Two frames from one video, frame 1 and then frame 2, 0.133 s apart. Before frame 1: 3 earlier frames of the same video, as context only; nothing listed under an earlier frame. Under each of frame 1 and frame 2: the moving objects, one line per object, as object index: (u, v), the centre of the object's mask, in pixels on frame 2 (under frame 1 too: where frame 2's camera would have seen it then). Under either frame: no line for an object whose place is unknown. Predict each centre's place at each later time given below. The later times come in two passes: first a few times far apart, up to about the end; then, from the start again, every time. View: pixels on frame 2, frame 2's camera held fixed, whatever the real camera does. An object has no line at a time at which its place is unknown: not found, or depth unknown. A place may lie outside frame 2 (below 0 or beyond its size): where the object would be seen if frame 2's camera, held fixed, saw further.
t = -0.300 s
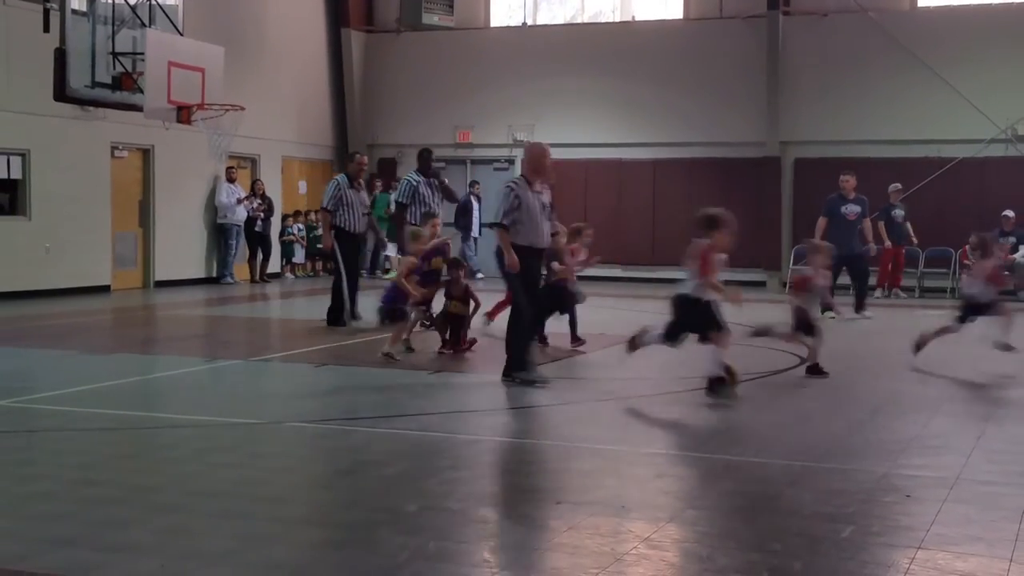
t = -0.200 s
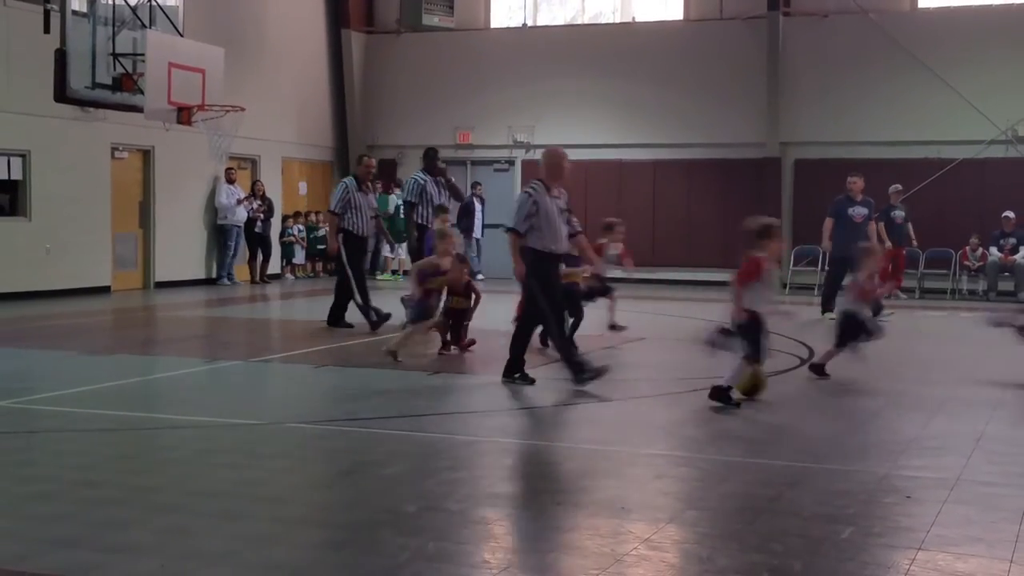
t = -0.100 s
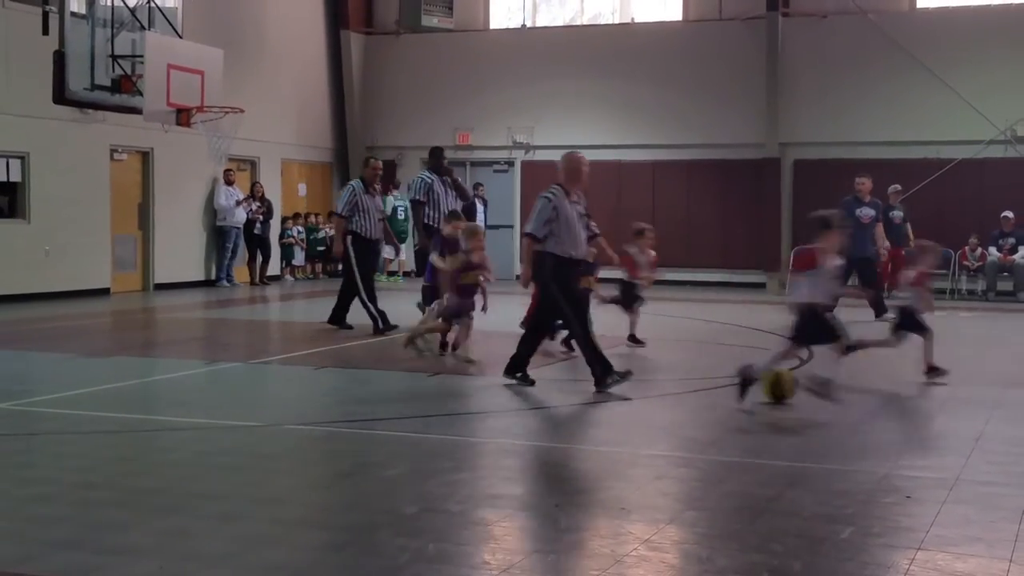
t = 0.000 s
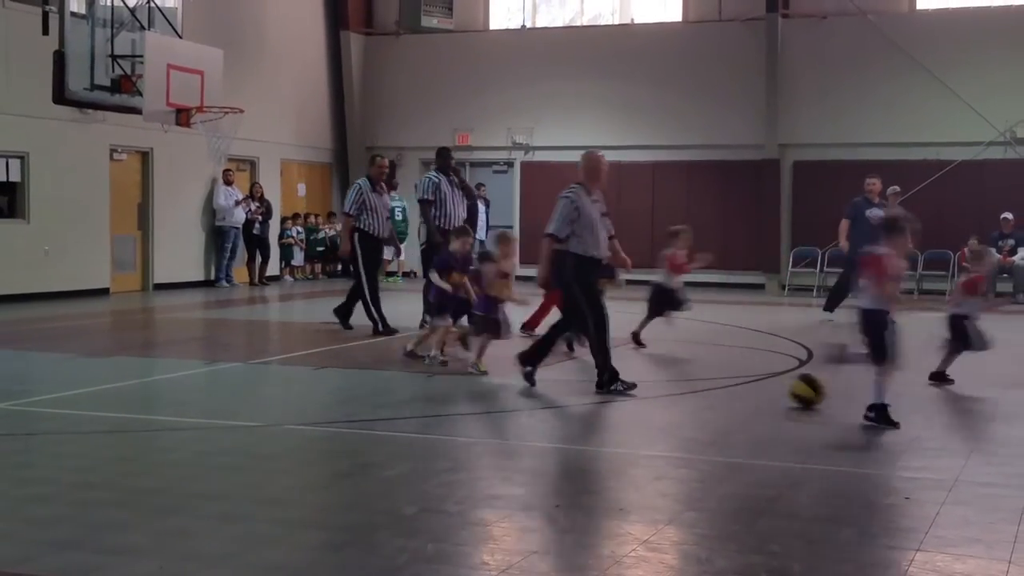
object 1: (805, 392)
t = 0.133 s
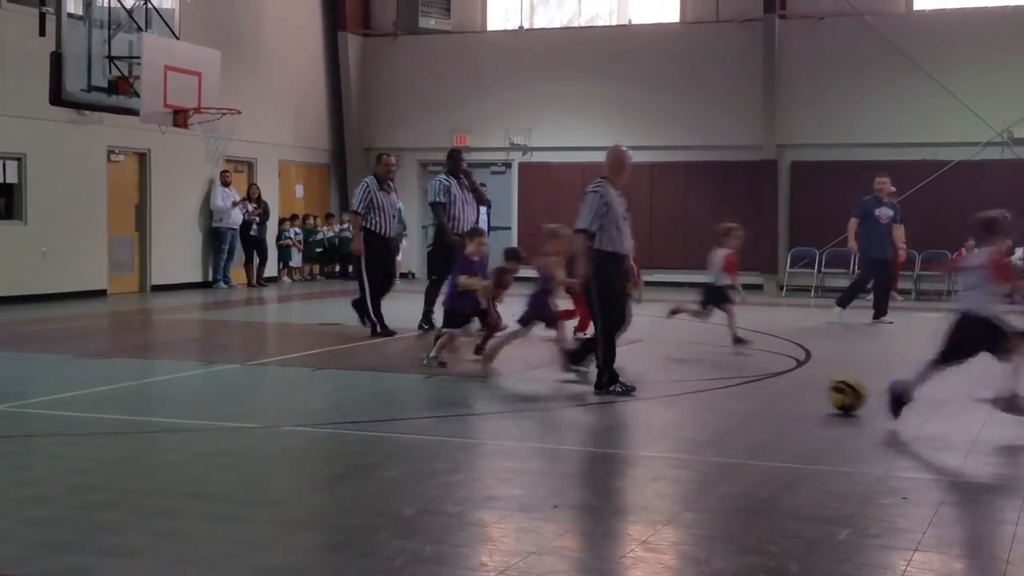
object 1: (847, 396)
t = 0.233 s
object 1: (880, 400)
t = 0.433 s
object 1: (949, 408)
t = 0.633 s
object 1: (1019, 416)
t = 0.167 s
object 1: (858, 397)
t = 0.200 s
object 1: (870, 398)
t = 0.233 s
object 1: (880, 400)
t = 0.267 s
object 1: (891, 401)
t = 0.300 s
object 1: (903, 403)
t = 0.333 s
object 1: (913, 404)
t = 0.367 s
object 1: (925, 405)
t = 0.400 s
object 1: (937, 407)
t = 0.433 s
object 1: (949, 408)
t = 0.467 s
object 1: (961, 409)
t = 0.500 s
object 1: (972, 411)
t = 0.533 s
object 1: (983, 413)
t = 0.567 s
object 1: (994, 414)
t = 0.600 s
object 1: (1006, 415)
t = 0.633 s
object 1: (1019, 416)
